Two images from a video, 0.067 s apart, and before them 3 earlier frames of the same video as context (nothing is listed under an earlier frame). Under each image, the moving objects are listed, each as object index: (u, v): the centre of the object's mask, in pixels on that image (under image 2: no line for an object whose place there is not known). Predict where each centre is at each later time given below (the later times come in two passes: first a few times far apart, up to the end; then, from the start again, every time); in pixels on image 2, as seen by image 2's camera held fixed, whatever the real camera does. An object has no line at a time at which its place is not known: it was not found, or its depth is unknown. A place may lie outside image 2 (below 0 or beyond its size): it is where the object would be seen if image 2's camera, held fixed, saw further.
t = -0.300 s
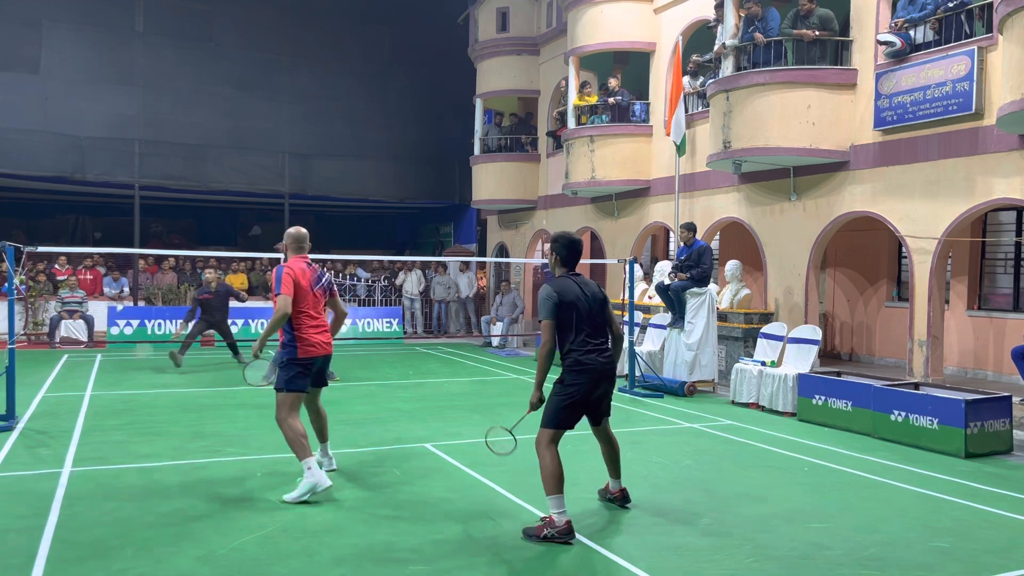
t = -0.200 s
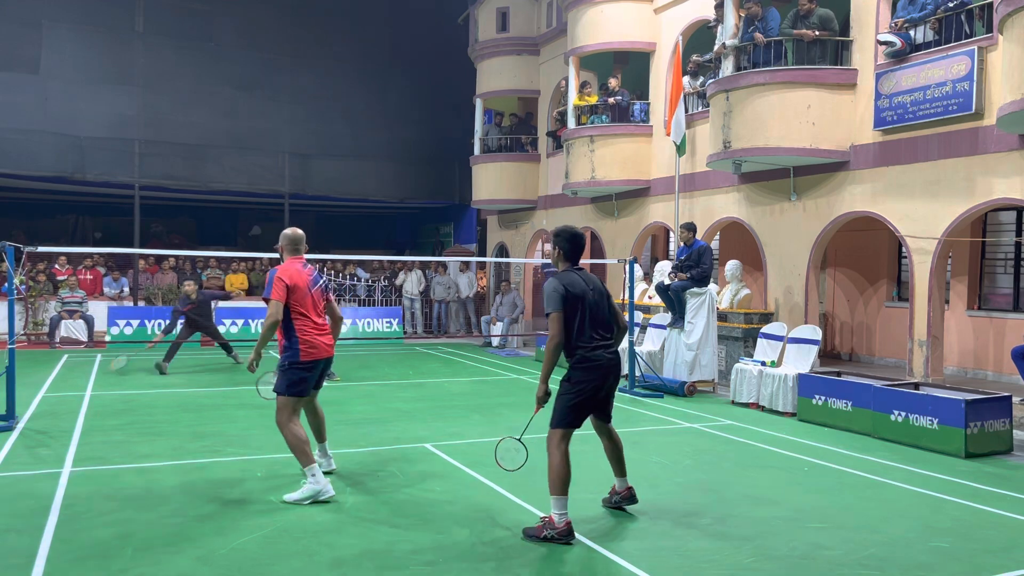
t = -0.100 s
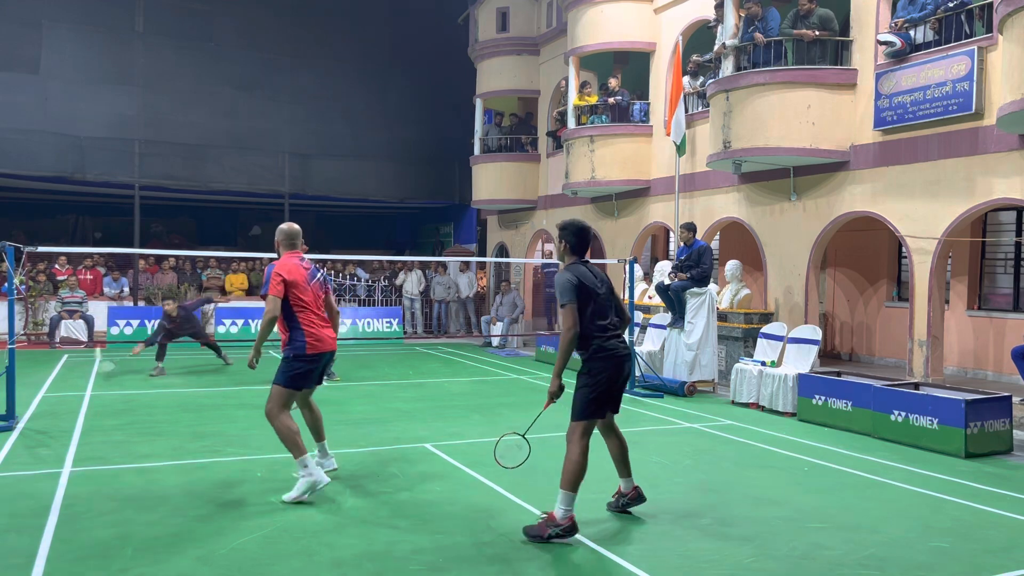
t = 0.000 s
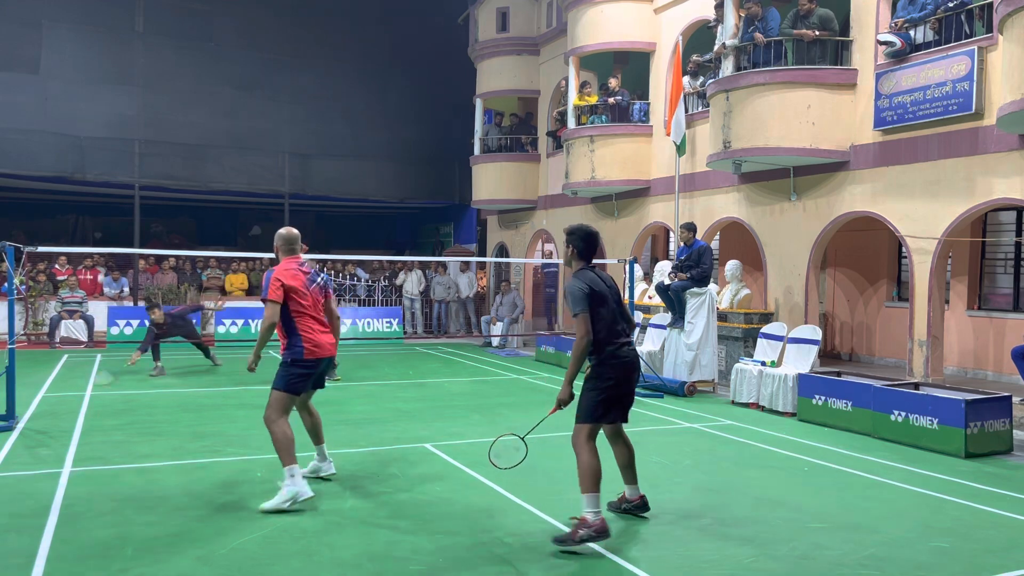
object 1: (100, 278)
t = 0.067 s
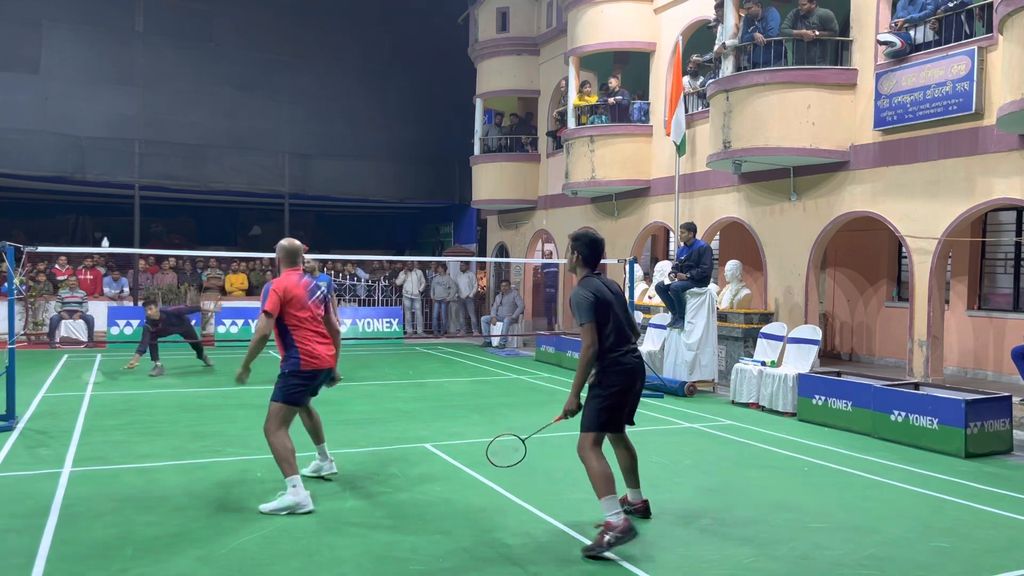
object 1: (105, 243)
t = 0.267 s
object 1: (112, 165)
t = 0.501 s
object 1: (121, 129)
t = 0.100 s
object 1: (107, 228)
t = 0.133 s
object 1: (108, 213)
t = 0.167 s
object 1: (109, 199)
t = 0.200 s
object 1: (110, 186)
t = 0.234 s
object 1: (111, 175)
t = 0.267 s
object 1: (112, 165)
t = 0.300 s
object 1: (114, 157)
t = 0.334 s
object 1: (115, 150)
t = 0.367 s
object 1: (116, 143)
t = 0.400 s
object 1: (117, 138)
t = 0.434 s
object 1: (119, 134)
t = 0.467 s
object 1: (120, 131)
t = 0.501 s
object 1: (121, 129)
